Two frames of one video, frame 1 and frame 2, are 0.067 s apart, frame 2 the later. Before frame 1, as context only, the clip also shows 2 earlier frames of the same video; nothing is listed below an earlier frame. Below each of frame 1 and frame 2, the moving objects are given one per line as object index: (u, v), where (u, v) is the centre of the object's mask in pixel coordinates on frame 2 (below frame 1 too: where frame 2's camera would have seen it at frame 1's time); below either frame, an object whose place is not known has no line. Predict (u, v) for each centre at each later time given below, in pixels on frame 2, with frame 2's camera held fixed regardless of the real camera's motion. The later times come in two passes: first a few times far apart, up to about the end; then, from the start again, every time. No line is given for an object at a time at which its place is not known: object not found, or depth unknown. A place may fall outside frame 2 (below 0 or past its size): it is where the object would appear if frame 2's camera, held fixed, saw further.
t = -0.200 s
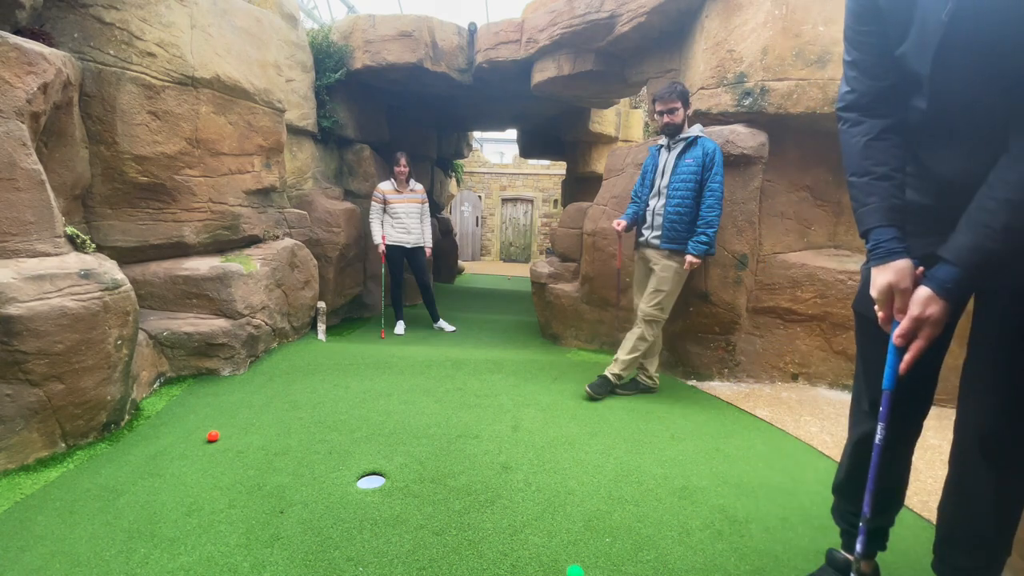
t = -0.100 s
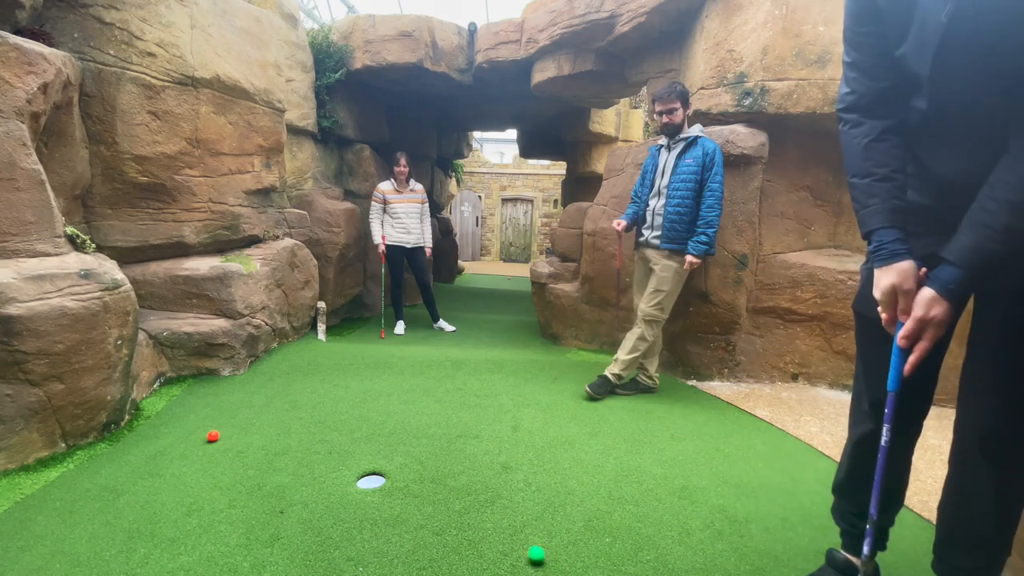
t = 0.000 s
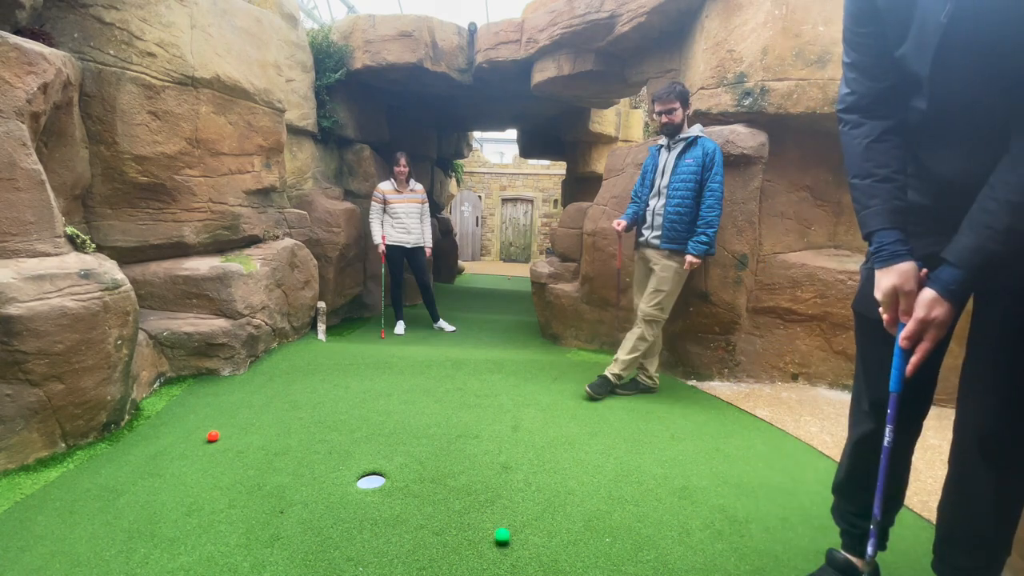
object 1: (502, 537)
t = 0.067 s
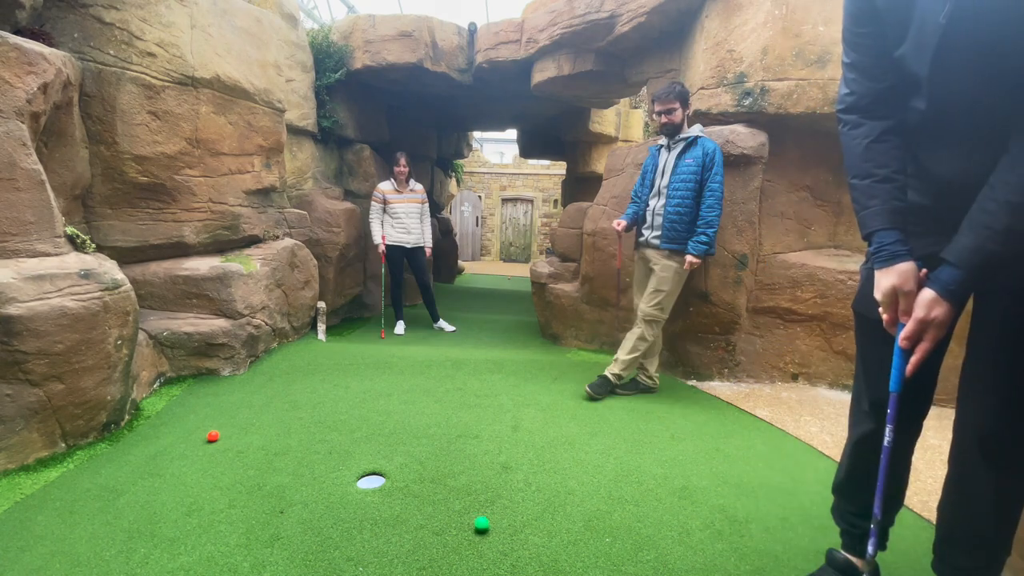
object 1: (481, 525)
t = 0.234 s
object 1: (438, 498)
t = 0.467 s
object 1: (389, 468)
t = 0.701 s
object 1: (346, 448)
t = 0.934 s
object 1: (311, 431)
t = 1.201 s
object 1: (280, 415)
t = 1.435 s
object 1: (258, 403)
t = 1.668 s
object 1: (239, 394)
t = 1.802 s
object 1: (229, 390)
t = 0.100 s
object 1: (472, 519)
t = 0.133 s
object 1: (463, 514)
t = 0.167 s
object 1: (454, 509)
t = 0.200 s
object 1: (446, 504)
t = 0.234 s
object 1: (438, 498)
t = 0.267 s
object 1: (430, 494)
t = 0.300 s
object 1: (422, 489)
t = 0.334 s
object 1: (415, 484)
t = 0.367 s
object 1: (408, 480)
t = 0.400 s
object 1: (401, 476)
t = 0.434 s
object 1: (395, 472)
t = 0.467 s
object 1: (389, 468)
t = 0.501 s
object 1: (382, 465)
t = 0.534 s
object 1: (376, 462)
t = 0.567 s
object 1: (370, 459)
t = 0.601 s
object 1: (363, 456)
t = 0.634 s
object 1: (357, 453)
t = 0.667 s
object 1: (352, 450)
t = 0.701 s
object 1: (346, 448)
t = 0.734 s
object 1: (340, 445)
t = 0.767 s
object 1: (335, 443)
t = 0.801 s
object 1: (330, 440)
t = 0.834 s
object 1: (325, 438)
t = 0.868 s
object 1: (320, 435)
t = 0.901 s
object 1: (316, 433)
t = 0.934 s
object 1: (311, 431)
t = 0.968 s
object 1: (307, 428)
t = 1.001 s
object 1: (303, 426)
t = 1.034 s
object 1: (299, 424)
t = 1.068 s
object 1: (295, 422)
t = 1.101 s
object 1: (291, 420)
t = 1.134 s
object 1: (288, 418)
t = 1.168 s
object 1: (284, 417)
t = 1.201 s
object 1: (280, 415)
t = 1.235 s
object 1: (277, 413)
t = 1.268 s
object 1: (274, 411)
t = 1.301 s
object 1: (270, 410)
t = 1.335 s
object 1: (267, 408)
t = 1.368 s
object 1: (264, 406)
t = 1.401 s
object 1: (261, 405)
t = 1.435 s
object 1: (258, 403)
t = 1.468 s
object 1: (255, 402)
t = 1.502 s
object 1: (252, 401)
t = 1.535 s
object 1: (249, 399)
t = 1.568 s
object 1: (246, 398)
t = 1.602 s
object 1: (244, 397)
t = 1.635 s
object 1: (241, 395)
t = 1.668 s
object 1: (239, 394)
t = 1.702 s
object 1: (237, 393)
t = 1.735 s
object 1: (234, 392)
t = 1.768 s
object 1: (232, 391)
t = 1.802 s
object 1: (229, 390)
